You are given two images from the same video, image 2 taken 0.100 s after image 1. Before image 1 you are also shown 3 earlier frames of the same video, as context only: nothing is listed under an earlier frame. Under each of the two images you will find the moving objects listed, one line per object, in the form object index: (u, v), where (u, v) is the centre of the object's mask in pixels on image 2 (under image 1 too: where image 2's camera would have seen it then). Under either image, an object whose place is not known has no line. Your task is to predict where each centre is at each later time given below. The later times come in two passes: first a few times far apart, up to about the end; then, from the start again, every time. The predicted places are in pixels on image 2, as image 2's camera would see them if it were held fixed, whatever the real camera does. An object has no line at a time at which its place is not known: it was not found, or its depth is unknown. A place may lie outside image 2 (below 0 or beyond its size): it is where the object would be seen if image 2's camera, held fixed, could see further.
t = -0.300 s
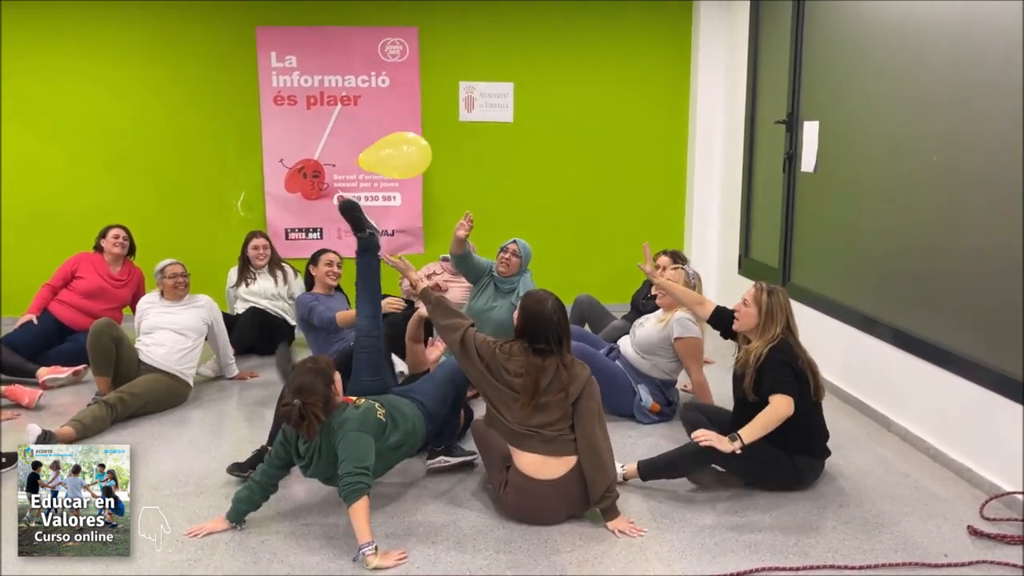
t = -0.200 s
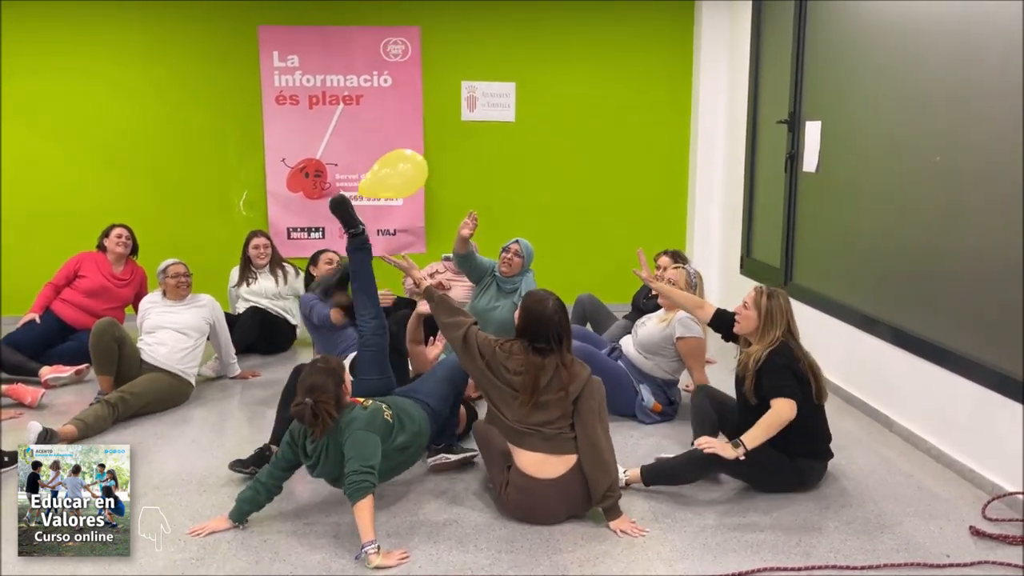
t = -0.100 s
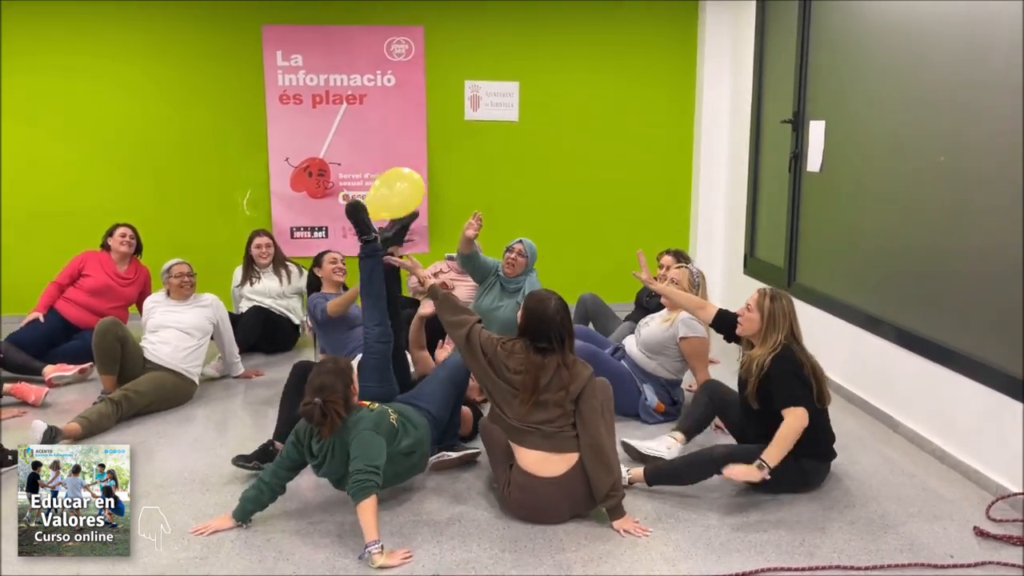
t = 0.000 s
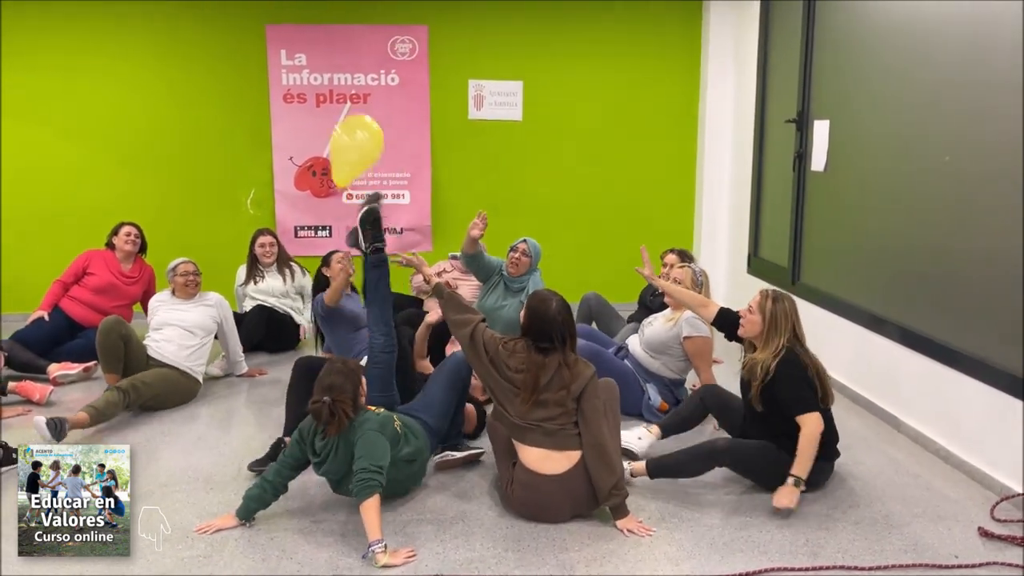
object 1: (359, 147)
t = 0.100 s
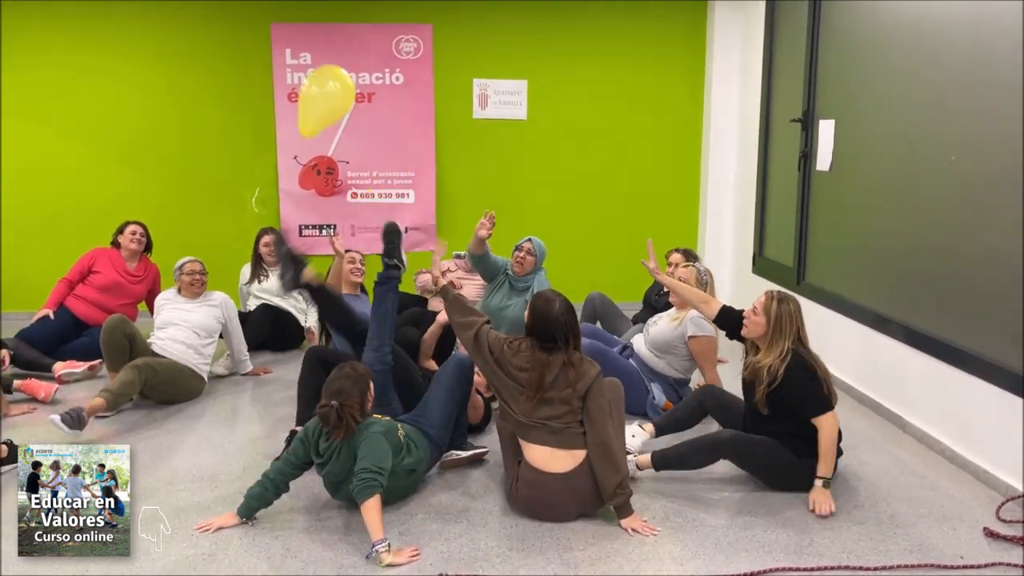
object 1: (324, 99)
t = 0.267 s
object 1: (295, 45)
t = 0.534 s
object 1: (281, 22)
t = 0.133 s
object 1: (316, 86)
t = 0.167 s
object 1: (309, 73)
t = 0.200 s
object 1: (303, 63)
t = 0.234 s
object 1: (298, 53)
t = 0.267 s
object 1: (295, 45)
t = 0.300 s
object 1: (293, 38)
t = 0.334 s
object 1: (291, 32)
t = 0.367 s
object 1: (289, 29)
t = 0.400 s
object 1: (287, 26)
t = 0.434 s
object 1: (285, 25)
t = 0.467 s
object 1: (284, 23)
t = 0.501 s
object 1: (282, 22)
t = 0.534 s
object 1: (281, 22)
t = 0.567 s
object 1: (281, 22)
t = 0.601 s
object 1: (280, 22)
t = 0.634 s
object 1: (279, 22)
